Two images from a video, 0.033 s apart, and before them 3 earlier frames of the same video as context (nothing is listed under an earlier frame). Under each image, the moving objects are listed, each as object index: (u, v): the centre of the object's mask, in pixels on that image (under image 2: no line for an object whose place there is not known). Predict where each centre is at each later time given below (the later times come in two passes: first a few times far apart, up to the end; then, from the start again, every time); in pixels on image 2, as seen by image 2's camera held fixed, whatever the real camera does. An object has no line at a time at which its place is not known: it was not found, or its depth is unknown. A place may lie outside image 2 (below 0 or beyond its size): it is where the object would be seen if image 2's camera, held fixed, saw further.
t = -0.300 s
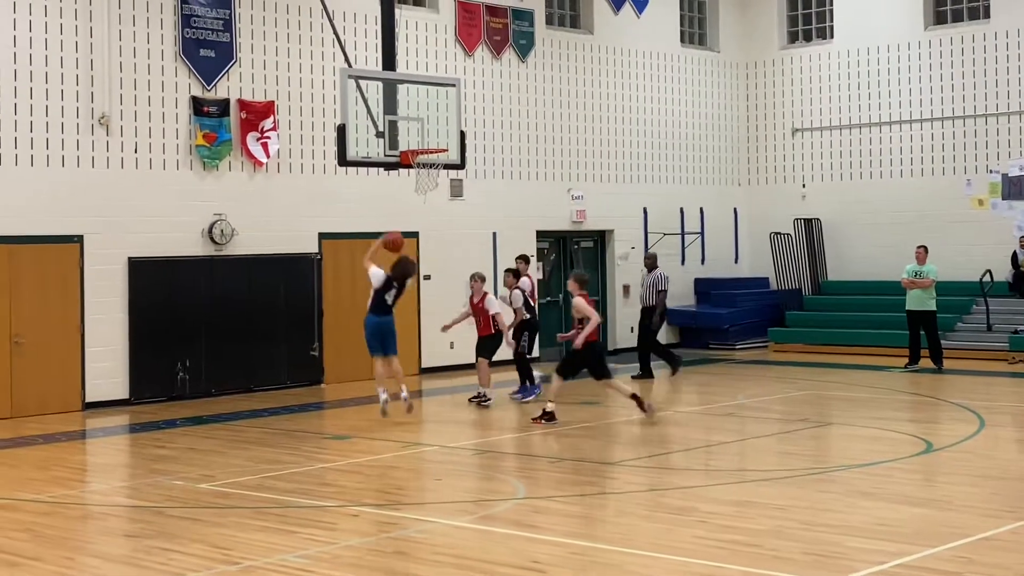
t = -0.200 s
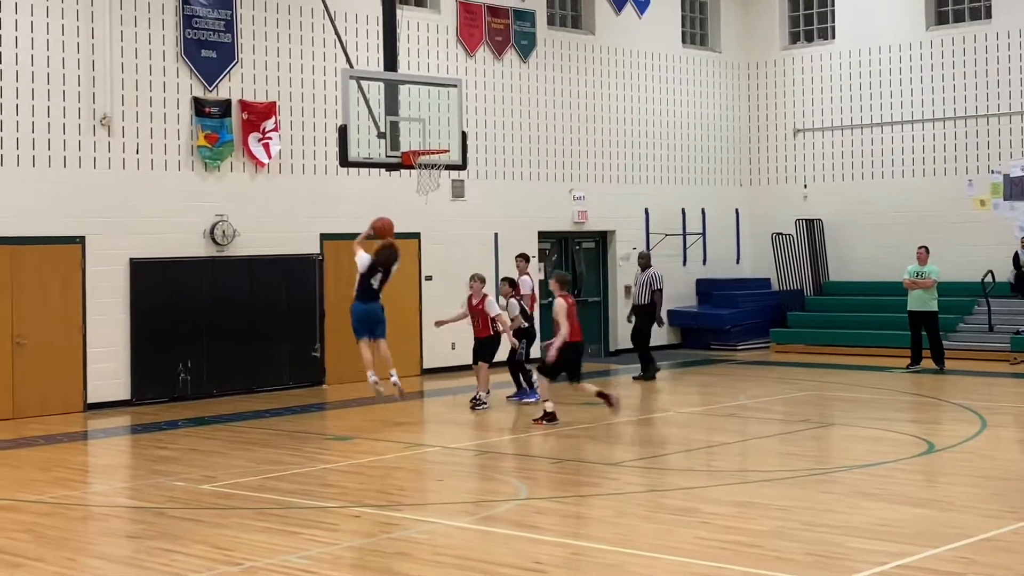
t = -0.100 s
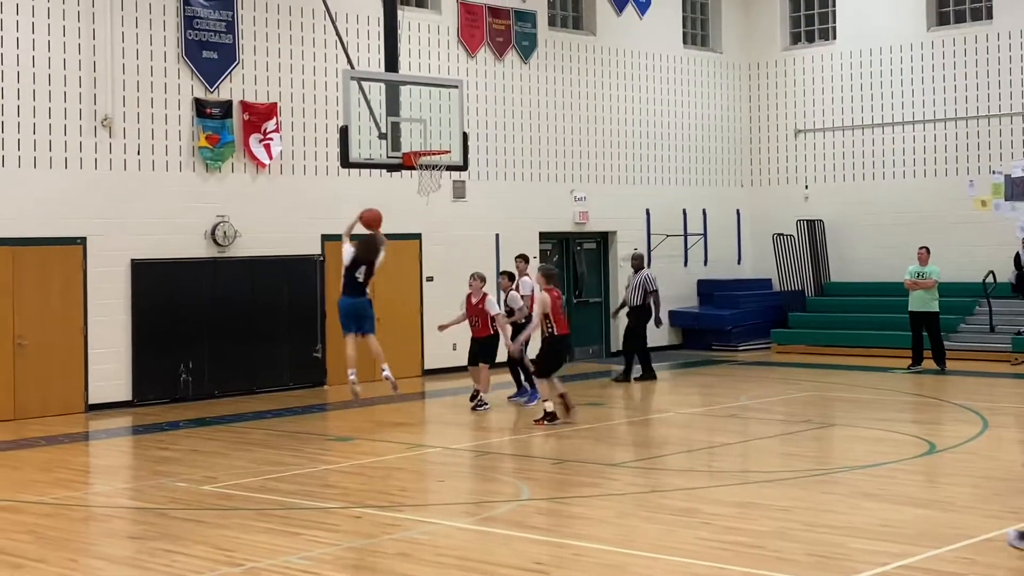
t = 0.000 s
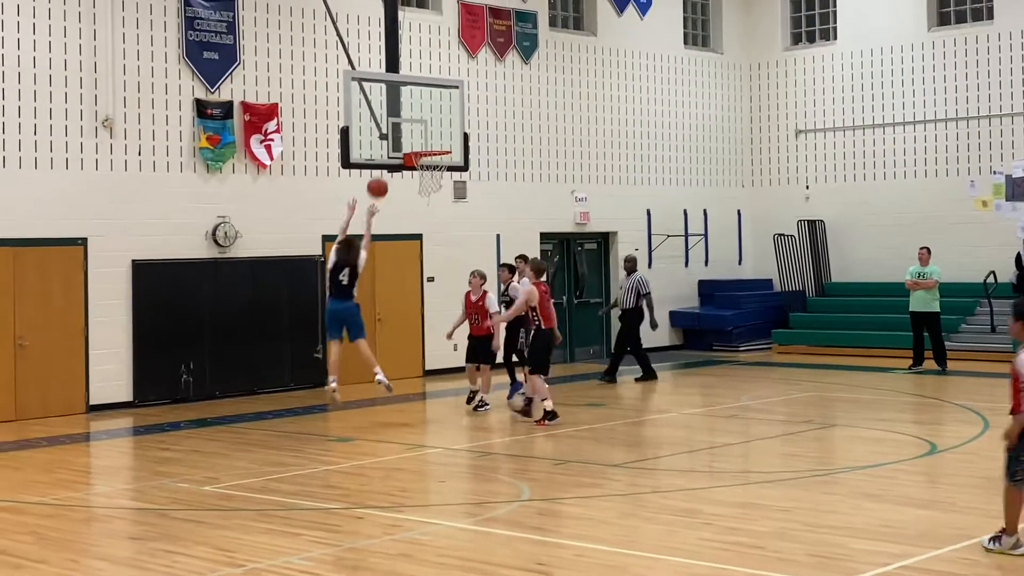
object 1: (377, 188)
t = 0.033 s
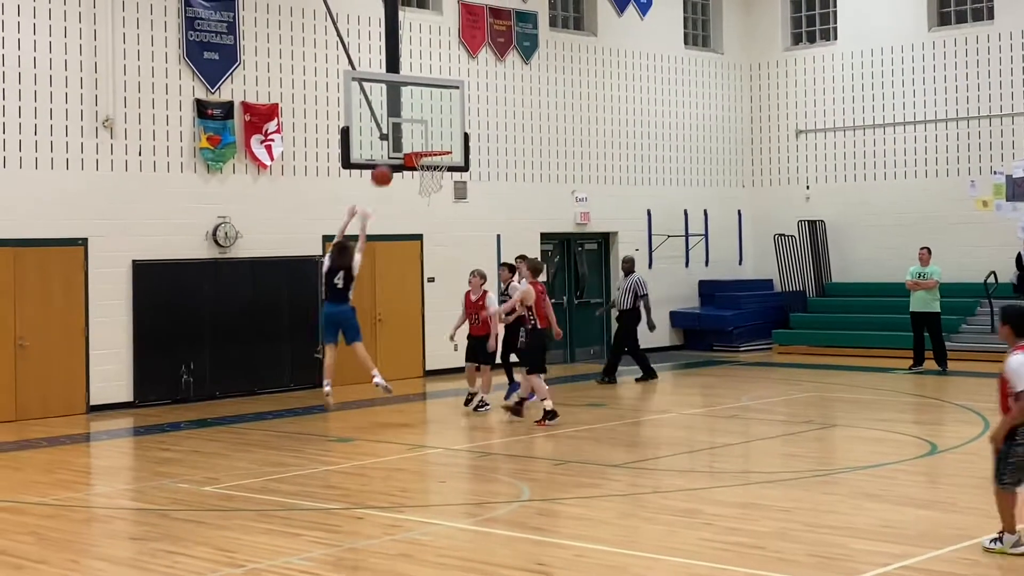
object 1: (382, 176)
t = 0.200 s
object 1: (401, 134)
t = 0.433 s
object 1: (427, 117)
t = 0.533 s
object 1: (439, 125)
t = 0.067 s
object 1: (385, 166)
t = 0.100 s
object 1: (390, 156)
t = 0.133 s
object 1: (393, 147)
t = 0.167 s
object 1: (397, 140)
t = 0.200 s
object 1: (401, 134)
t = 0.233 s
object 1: (405, 128)
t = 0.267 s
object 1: (409, 124)
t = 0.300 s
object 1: (412, 120)
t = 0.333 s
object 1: (415, 118)
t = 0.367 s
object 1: (419, 116)
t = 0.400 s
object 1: (423, 116)
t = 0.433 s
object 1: (427, 117)
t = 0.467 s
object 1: (431, 118)
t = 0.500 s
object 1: (435, 121)
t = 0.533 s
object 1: (439, 125)
